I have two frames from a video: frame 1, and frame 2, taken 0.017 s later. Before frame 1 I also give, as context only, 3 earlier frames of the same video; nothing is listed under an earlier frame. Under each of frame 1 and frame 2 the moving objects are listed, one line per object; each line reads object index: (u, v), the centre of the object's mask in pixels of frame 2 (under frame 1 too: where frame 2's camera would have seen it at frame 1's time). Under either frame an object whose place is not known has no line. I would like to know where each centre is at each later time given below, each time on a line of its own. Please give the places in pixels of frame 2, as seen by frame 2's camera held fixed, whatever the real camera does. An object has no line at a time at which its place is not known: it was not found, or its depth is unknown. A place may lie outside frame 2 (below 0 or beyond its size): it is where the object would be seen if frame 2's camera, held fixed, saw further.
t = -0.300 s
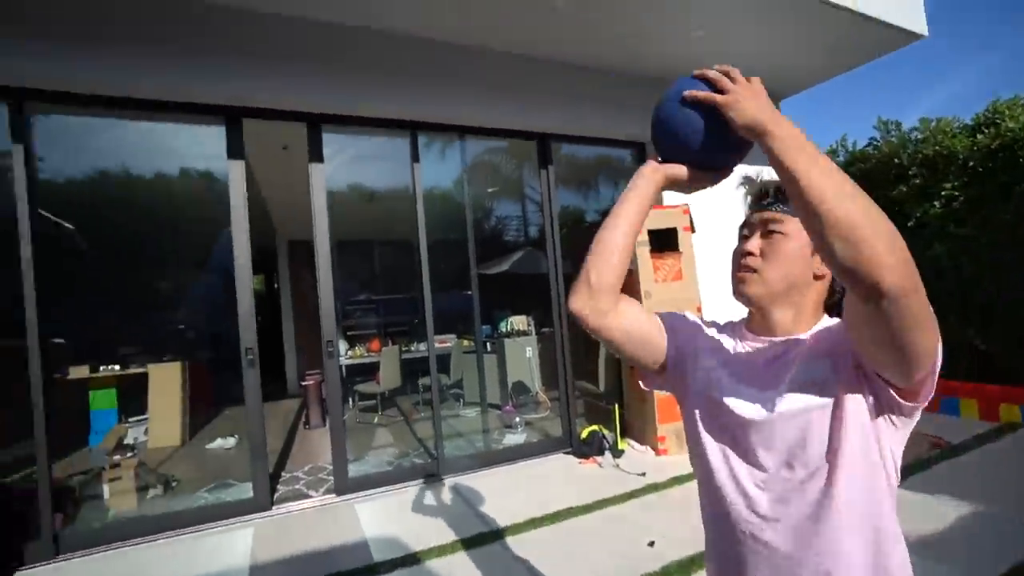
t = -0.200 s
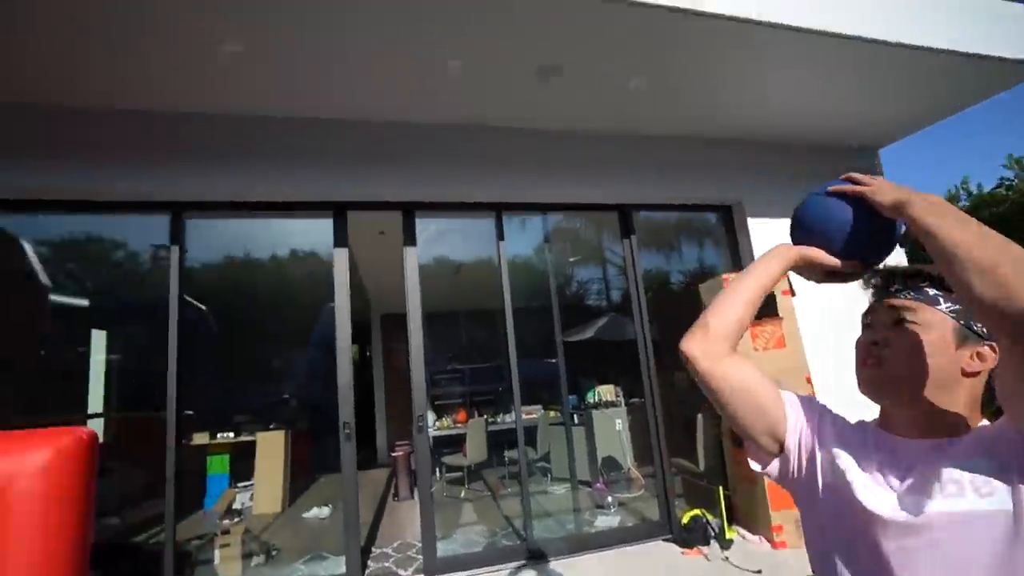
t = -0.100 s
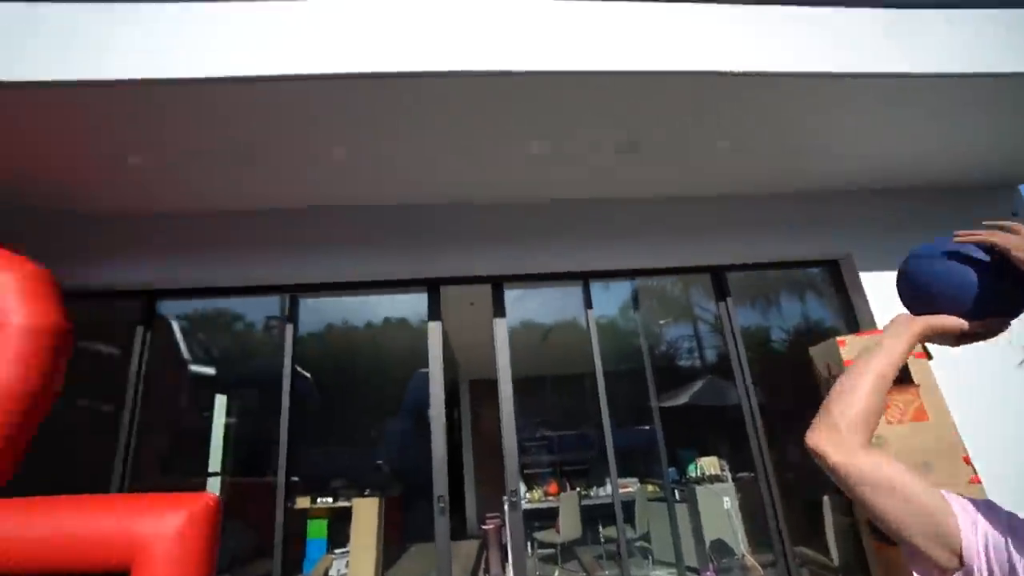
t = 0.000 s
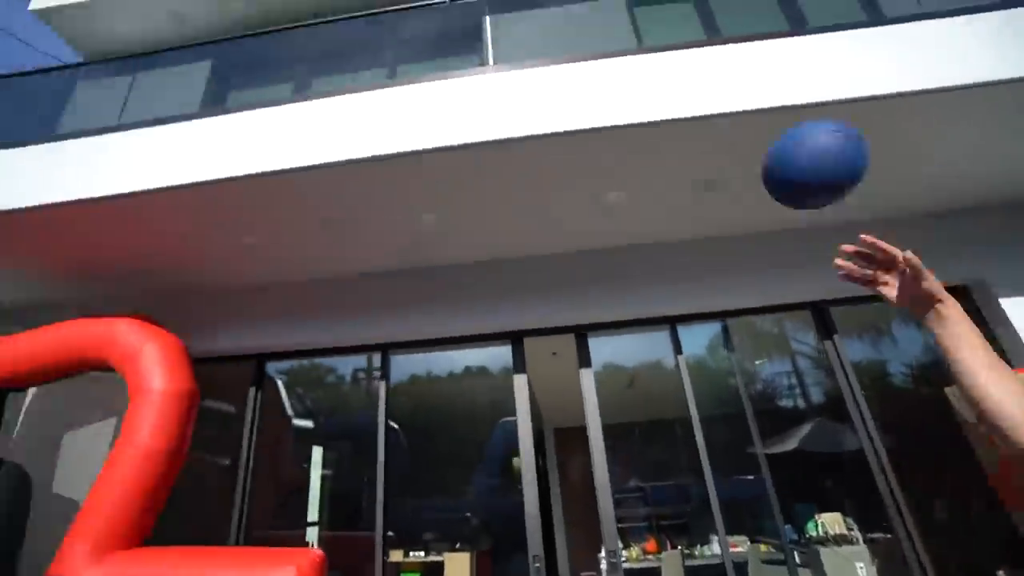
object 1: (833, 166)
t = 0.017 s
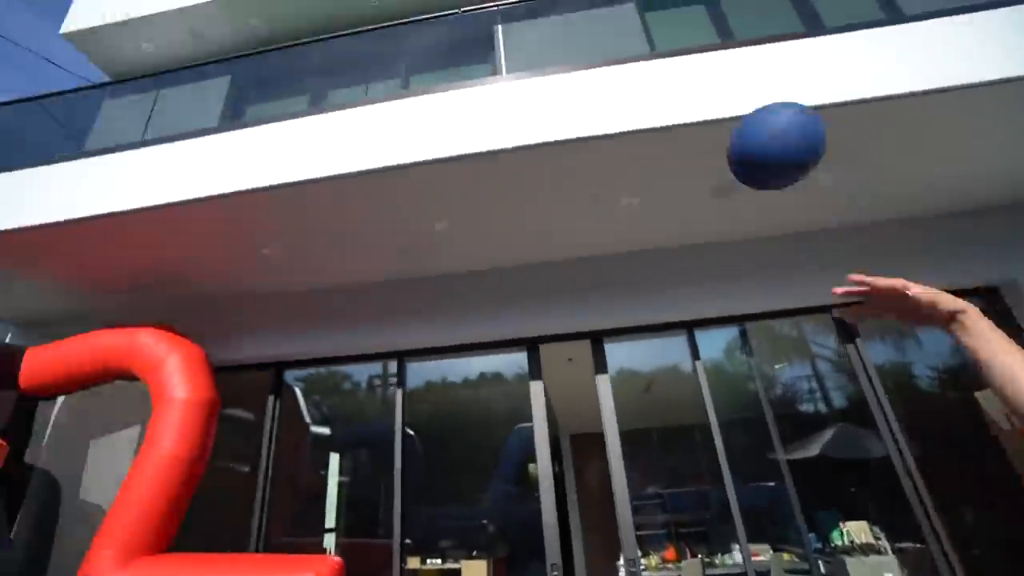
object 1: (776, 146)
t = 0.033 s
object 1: (724, 128)
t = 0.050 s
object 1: (676, 114)
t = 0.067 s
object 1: (631, 100)
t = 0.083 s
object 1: (590, 88)
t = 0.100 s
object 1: (551, 79)
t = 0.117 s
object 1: (515, 70)
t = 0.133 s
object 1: (482, 64)
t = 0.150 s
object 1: (452, 59)
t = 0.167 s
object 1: (422, 55)
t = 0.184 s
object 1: (394, 51)
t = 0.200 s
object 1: (367, 48)
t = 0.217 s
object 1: (342, 45)
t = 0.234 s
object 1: (318, 43)
